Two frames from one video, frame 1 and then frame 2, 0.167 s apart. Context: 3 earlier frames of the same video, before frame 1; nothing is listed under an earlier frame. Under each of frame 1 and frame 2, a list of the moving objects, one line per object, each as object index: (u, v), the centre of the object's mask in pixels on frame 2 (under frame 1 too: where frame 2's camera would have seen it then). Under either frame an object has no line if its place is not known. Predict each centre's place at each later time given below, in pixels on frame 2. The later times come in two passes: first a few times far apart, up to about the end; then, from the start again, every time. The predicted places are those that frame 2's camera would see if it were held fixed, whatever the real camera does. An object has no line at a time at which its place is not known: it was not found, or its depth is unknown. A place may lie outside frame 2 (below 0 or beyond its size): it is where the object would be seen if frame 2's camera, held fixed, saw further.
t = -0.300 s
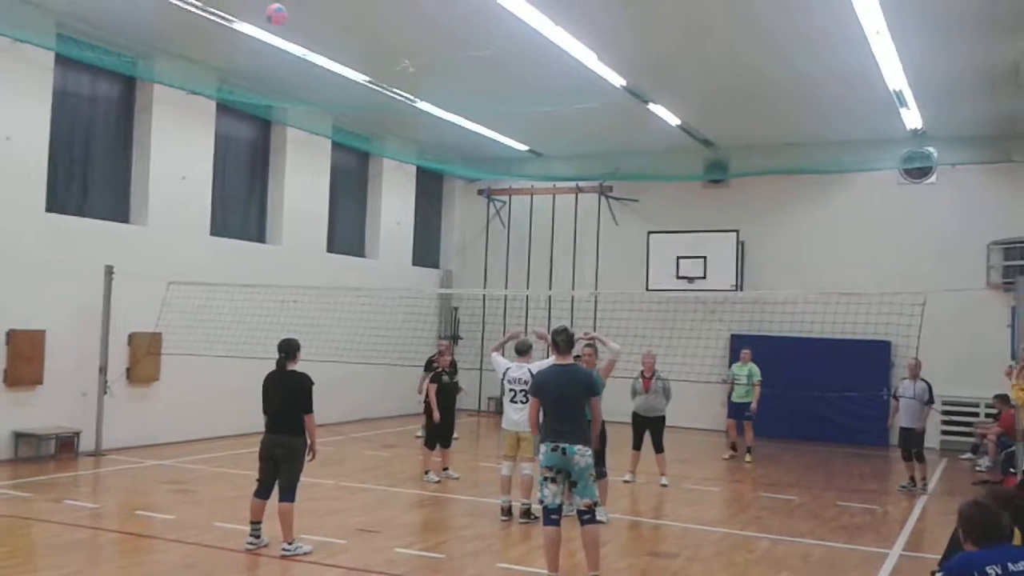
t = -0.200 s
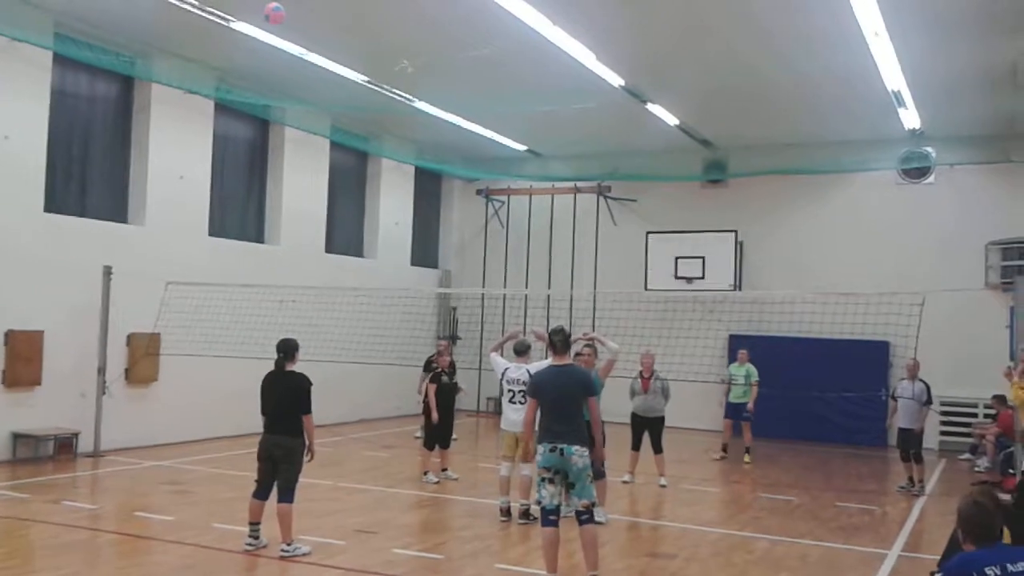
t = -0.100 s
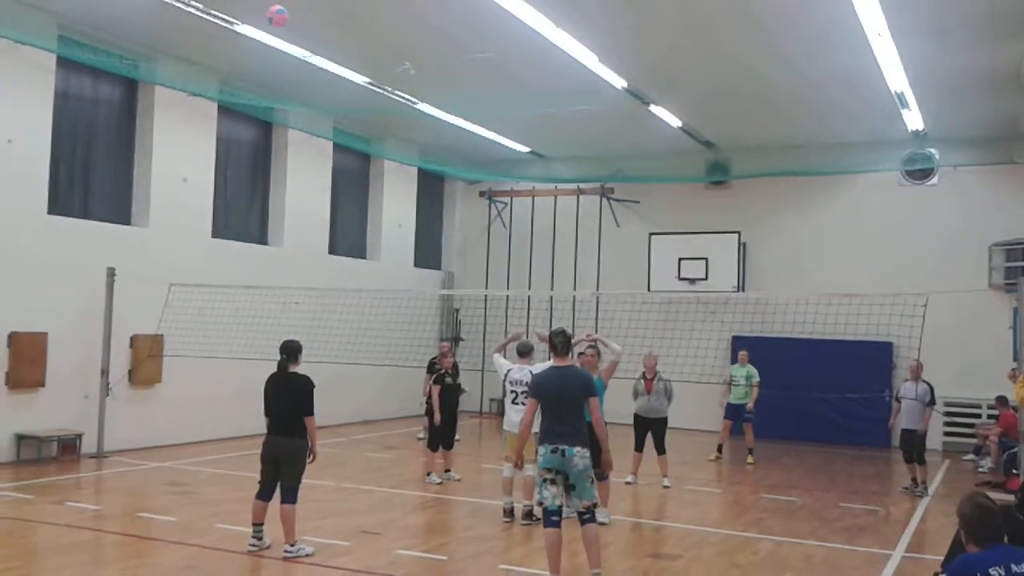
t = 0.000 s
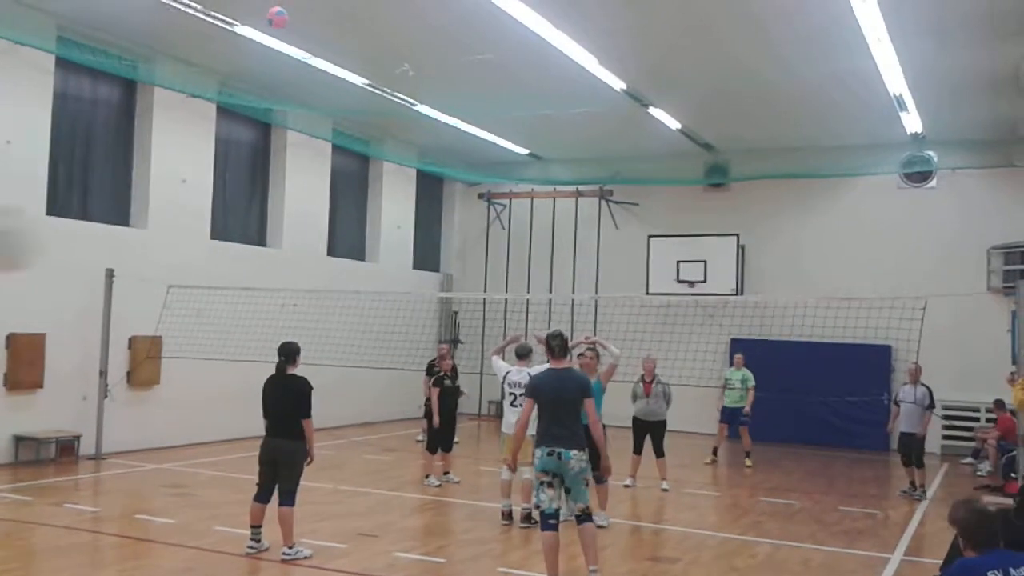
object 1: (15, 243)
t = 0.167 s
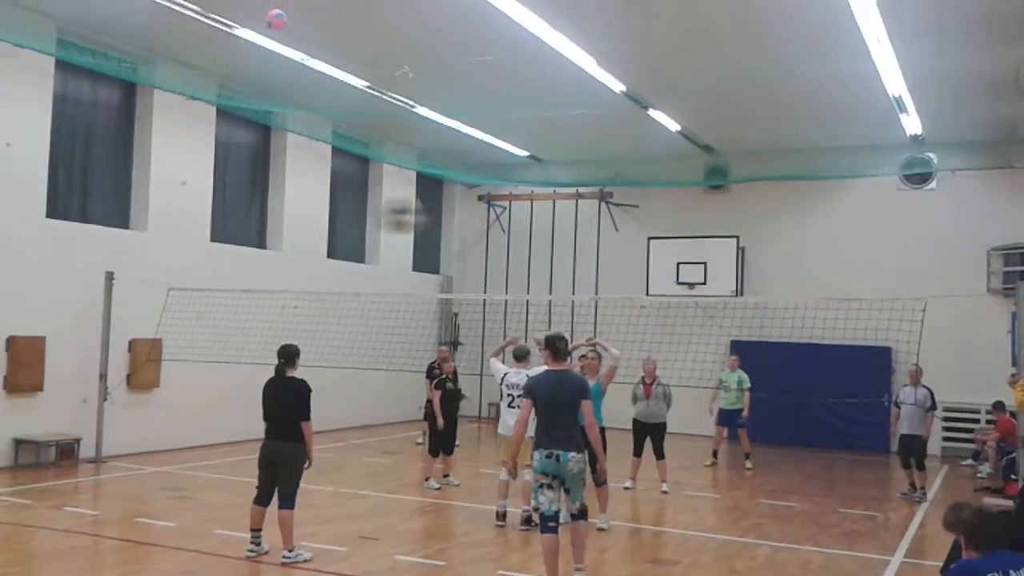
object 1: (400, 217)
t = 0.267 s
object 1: (504, 225)
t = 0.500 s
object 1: (623, 275)
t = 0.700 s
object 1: (672, 322)
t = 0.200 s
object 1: (439, 215)
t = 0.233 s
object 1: (475, 221)
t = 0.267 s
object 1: (504, 225)
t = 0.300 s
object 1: (531, 230)
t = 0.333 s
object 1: (553, 239)
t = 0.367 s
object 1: (571, 247)
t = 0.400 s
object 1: (585, 252)
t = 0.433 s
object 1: (598, 260)
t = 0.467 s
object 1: (612, 268)
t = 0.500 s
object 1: (623, 275)
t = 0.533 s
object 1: (632, 284)
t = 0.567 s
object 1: (643, 288)
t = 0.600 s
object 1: (652, 299)
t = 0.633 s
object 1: (658, 307)
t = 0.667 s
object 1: (665, 314)
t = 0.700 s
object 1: (672, 322)
